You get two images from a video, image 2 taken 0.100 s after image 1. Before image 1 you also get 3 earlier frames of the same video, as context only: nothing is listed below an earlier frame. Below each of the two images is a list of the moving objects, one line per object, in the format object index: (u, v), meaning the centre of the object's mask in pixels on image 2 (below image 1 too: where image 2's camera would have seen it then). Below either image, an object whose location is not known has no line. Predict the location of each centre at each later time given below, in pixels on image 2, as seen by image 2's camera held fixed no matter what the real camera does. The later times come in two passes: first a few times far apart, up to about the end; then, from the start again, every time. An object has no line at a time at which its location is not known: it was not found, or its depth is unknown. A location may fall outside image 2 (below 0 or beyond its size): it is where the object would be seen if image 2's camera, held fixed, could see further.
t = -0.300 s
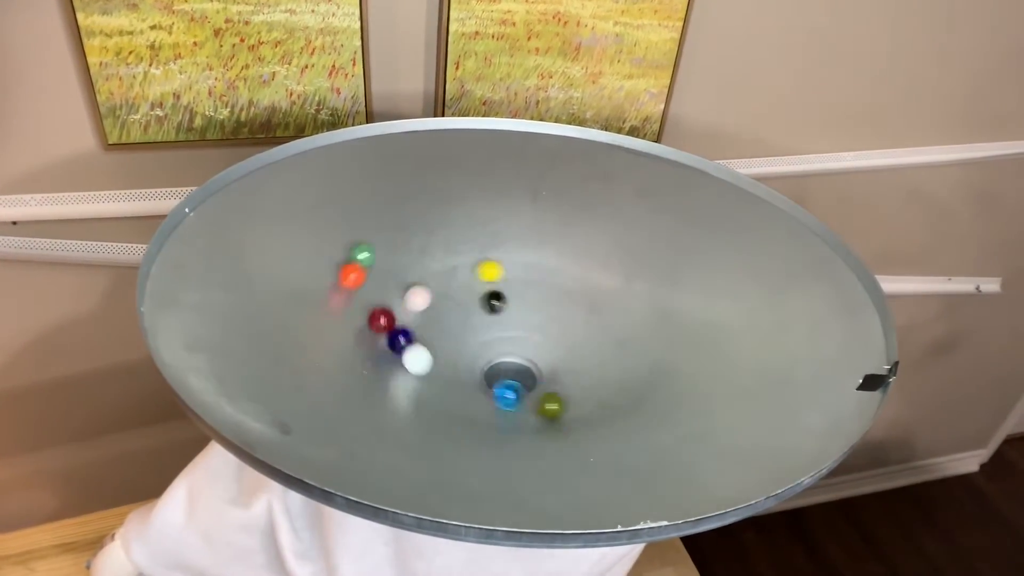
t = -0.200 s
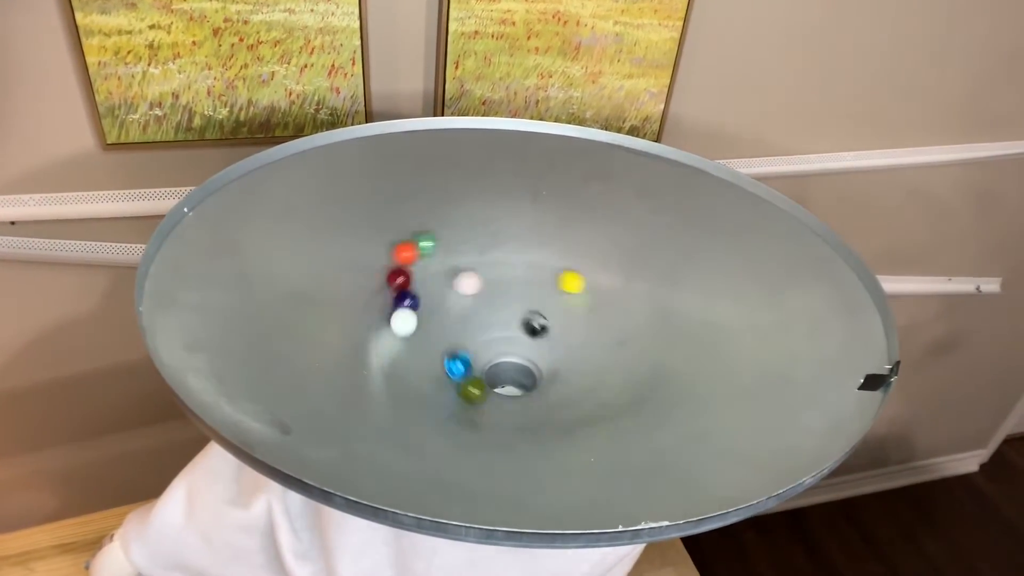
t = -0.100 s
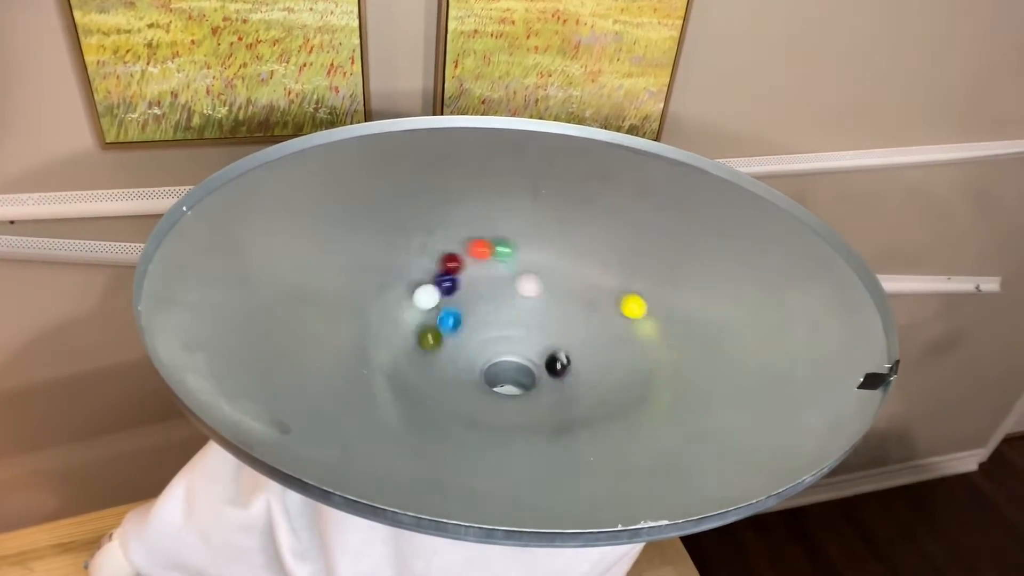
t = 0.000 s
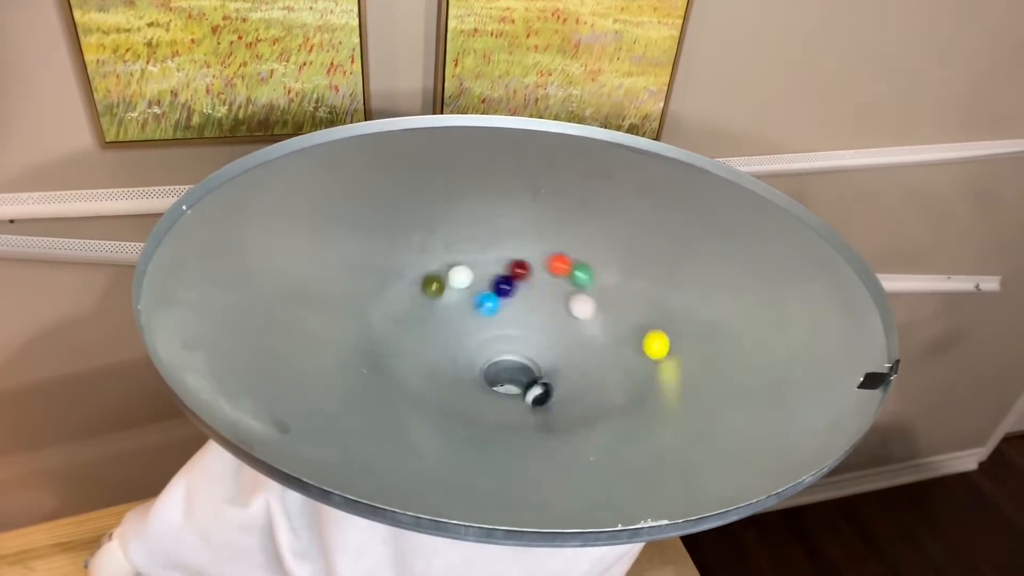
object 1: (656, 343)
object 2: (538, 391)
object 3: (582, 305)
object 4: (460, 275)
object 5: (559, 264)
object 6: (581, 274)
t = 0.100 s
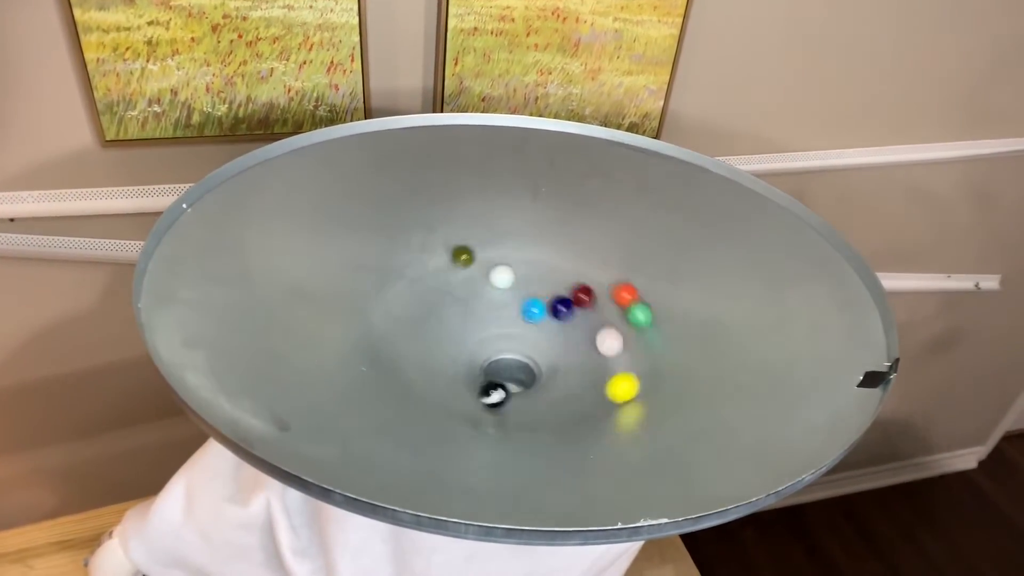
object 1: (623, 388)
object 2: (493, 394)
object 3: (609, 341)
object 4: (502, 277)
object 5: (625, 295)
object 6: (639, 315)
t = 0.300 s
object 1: (440, 384)
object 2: (451, 351)
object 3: (535, 403)
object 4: (572, 345)
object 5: (629, 389)
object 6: (603, 406)
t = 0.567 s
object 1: (431, 259)
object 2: (559, 319)
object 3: (411, 328)
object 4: (484, 398)
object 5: (408, 366)
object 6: (381, 352)
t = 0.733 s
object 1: (530, 267)
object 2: (569, 364)
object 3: (462, 281)
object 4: (428, 360)
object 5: (423, 283)
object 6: (402, 271)
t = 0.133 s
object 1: (598, 399)
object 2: (479, 391)
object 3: (610, 355)
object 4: (517, 282)
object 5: (641, 308)
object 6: (650, 331)
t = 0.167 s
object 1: (568, 406)
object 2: (467, 385)
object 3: (604, 369)
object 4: (531, 291)
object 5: (651, 323)
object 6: (655, 347)
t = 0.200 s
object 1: (535, 409)
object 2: (458, 378)
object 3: (594, 381)
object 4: (544, 302)
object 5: (657, 340)
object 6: (652, 364)
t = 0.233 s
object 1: (500, 406)
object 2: (452, 370)
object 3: (578, 391)
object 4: (556, 314)
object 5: (655, 357)
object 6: (642, 380)
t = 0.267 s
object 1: (468, 398)
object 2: (450, 361)
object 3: (559, 399)
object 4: (565, 330)
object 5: (646, 374)
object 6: (626, 394)
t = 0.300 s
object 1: (440, 384)
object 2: (451, 351)
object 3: (535, 403)
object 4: (572, 345)
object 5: (629, 389)
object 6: (603, 406)
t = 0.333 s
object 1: (417, 367)
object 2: (458, 342)
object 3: (511, 402)
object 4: (573, 360)
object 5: (607, 401)
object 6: (574, 413)
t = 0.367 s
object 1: (401, 348)
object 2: (468, 333)
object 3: (486, 399)
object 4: (572, 372)
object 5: (579, 409)
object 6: (543, 417)
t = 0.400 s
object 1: (393, 328)
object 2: (483, 325)
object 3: (463, 392)
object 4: (565, 382)
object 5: (546, 413)
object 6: (510, 416)
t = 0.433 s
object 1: (390, 308)
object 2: (498, 319)
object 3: (443, 381)
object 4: (553, 392)
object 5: (512, 413)
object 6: (476, 411)
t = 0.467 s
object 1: (394, 292)
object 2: (516, 316)
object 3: (428, 369)
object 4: (537, 398)
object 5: (478, 408)
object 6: (444, 400)
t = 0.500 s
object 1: (403, 277)
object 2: (533, 315)
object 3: (417, 355)
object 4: (521, 401)
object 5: (449, 398)
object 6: (417, 388)
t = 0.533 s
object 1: (416, 266)
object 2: (547, 316)
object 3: (412, 341)
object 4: (502, 401)
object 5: (426, 383)
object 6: (396, 371)
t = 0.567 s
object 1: (431, 259)
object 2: (559, 319)
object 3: (411, 328)
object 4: (484, 398)
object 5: (408, 366)
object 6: (381, 352)
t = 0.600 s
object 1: (449, 255)
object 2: (569, 325)
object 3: (415, 314)
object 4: (467, 393)
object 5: (398, 349)
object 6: (373, 334)
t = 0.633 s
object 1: (469, 253)
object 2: (576, 333)
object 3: (423, 303)
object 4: (453, 387)
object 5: (395, 331)
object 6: (372, 315)
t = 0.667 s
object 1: (489, 255)
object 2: (578, 343)
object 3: (434, 294)
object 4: (441, 378)
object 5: (398, 314)
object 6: (377, 298)
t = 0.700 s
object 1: (510, 260)
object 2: (576, 353)
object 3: (448, 286)
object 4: (431, 369)
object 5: (409, 297)
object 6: (387, 283)
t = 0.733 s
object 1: (530, 267)
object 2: (569, 364)
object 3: (462, 281)
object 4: (428, 360)
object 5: (423, 283)
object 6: (402, 271)
